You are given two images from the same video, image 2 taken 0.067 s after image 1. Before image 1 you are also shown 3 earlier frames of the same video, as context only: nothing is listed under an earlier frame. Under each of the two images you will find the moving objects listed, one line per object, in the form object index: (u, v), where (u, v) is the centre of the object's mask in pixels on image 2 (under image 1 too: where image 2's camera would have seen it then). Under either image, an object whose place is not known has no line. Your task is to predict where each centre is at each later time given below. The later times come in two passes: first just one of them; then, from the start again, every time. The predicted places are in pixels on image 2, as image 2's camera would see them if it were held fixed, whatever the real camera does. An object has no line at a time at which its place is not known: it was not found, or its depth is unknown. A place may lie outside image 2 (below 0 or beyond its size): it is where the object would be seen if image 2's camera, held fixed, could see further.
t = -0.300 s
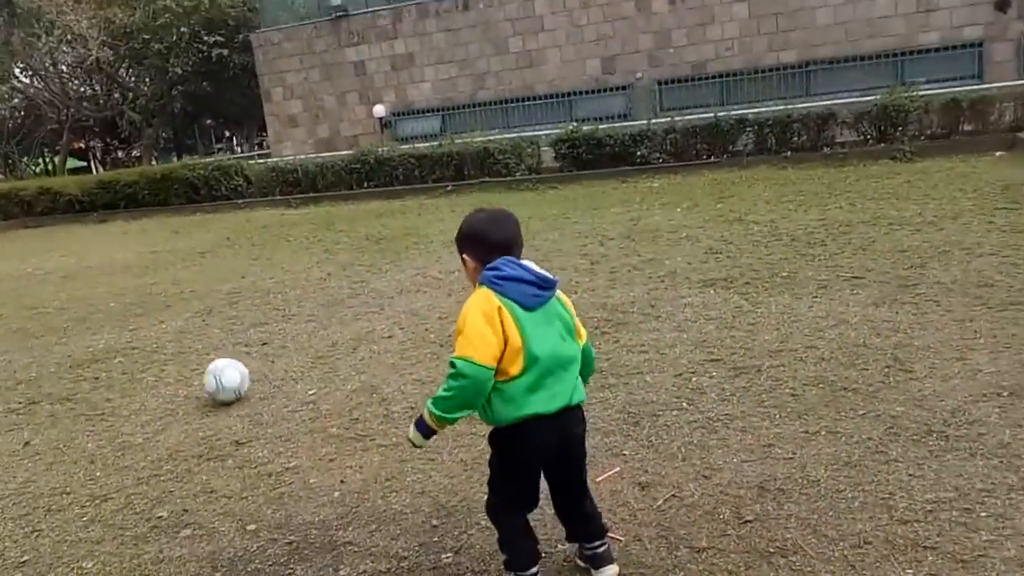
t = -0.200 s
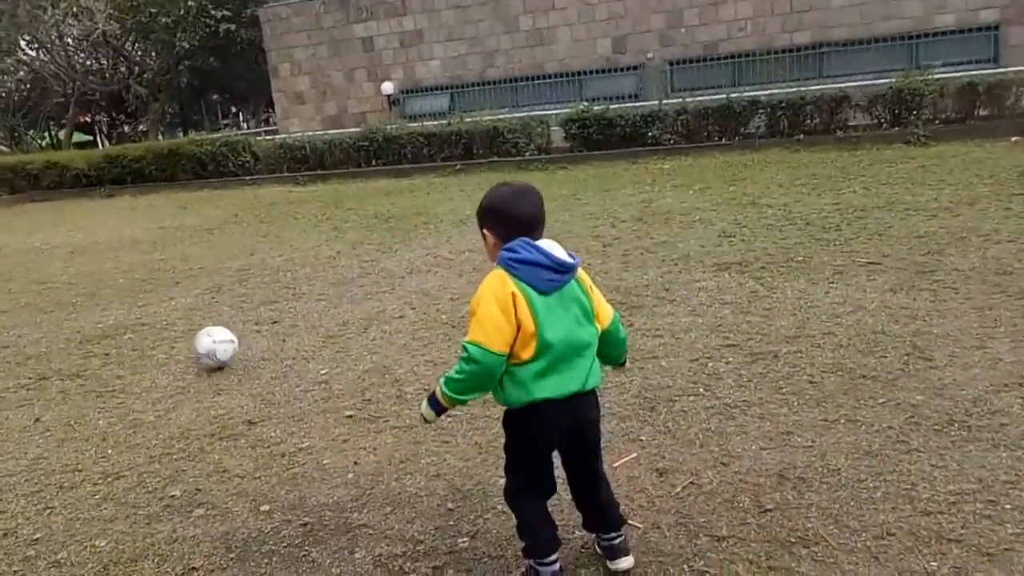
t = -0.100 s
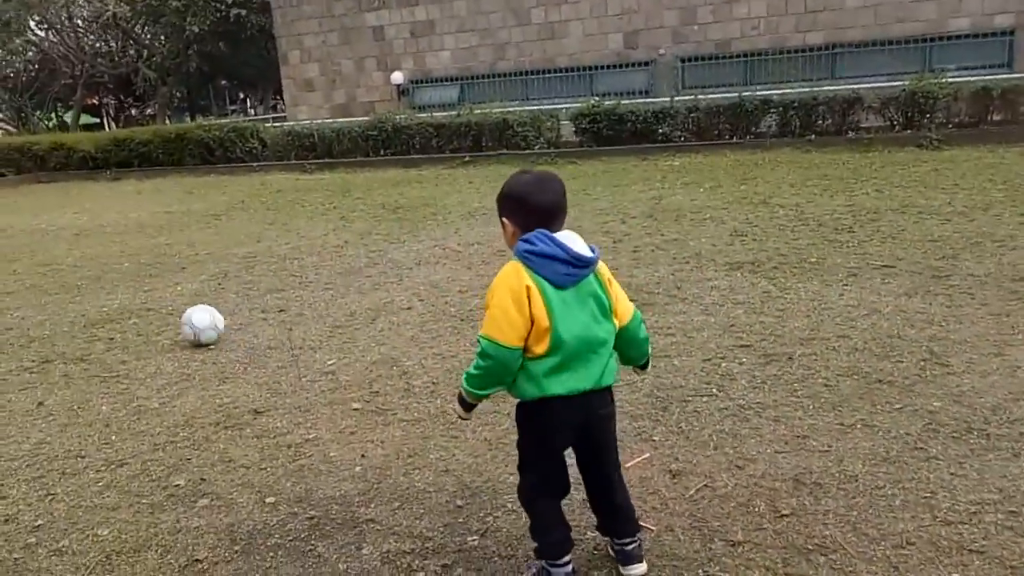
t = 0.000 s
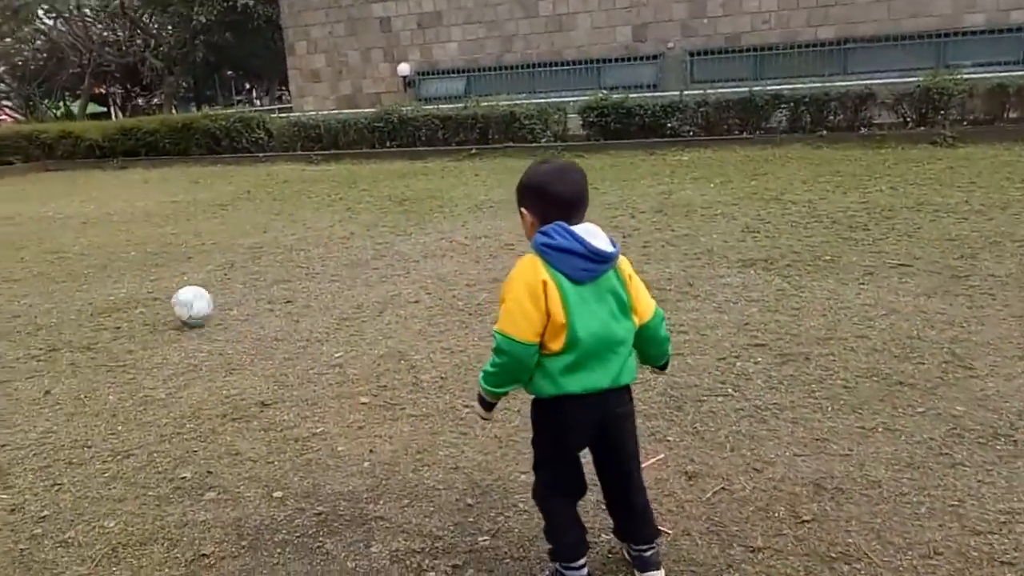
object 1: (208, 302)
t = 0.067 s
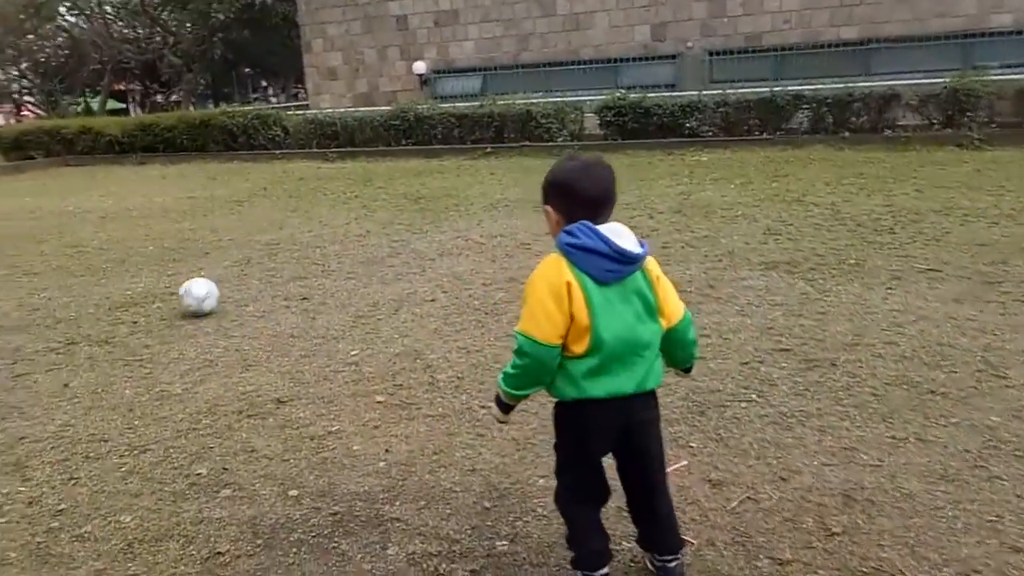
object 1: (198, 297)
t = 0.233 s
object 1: (178, 283)
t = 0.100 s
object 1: (195, 292)
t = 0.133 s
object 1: (189, 291)
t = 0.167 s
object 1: (185, 289)
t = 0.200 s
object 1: (182, 284)
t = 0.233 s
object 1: (178, 283)
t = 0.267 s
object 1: (174, 282)
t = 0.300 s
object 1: (169, 278)
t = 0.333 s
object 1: (165, 276)
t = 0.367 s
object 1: (162, 275)
